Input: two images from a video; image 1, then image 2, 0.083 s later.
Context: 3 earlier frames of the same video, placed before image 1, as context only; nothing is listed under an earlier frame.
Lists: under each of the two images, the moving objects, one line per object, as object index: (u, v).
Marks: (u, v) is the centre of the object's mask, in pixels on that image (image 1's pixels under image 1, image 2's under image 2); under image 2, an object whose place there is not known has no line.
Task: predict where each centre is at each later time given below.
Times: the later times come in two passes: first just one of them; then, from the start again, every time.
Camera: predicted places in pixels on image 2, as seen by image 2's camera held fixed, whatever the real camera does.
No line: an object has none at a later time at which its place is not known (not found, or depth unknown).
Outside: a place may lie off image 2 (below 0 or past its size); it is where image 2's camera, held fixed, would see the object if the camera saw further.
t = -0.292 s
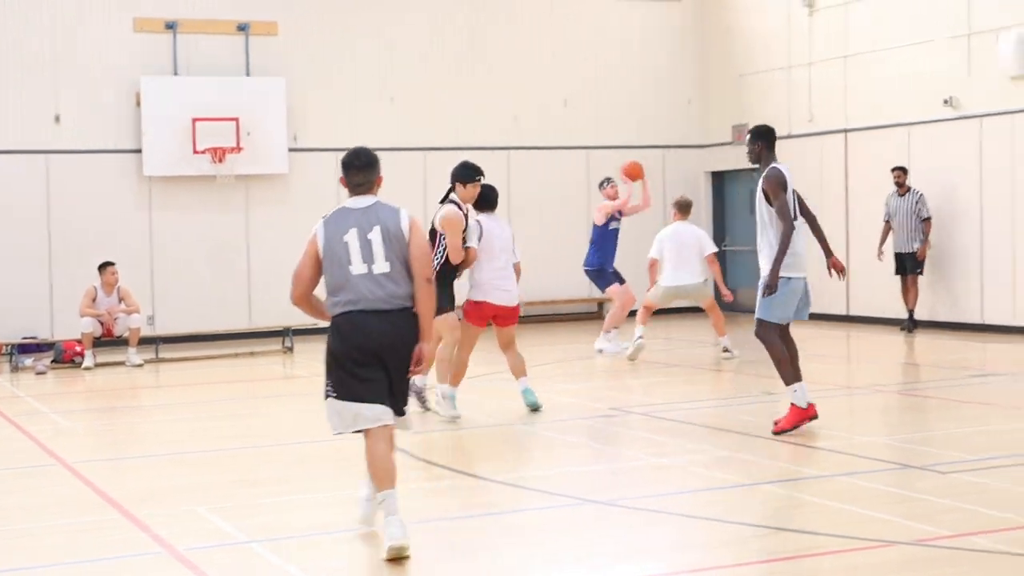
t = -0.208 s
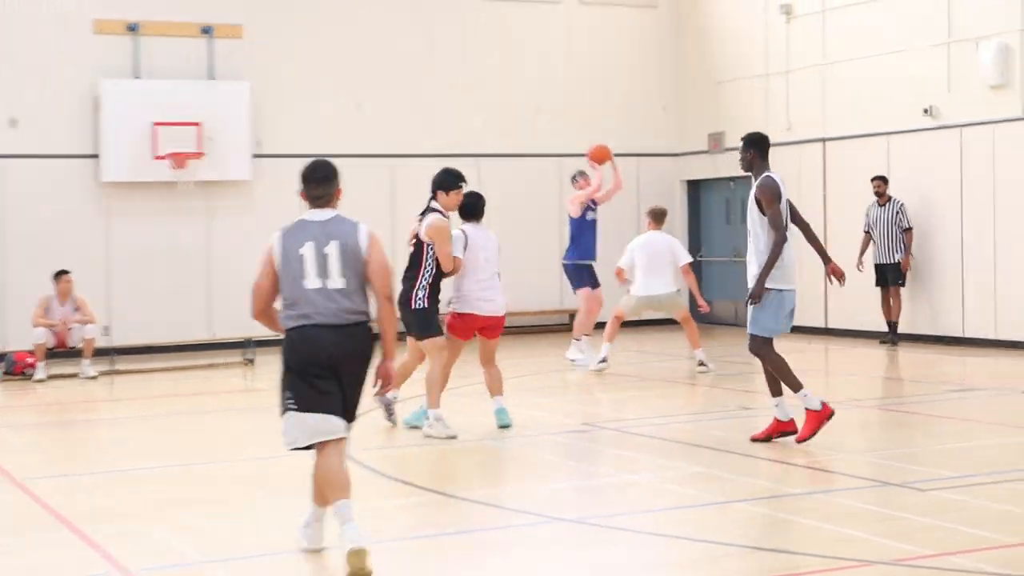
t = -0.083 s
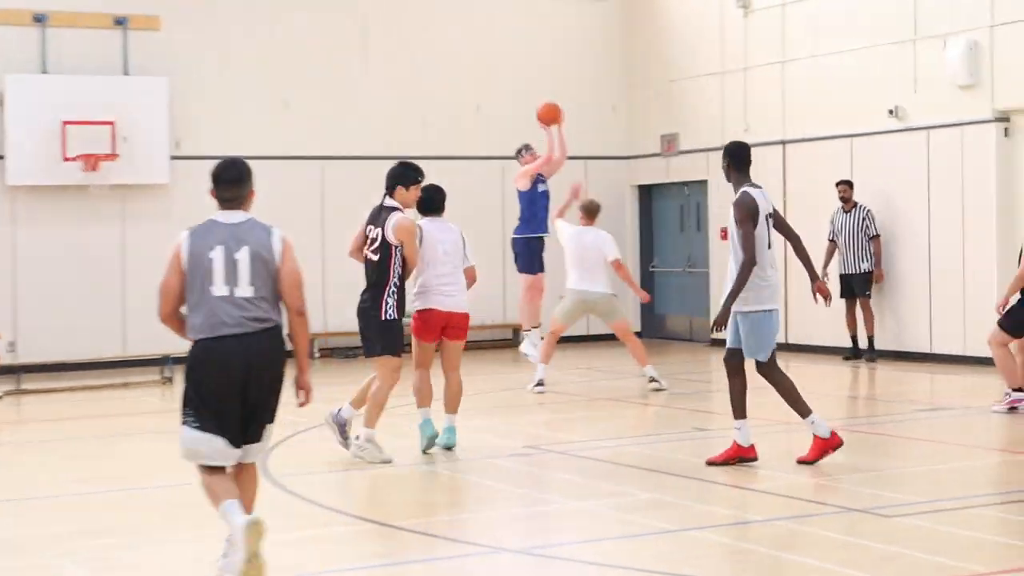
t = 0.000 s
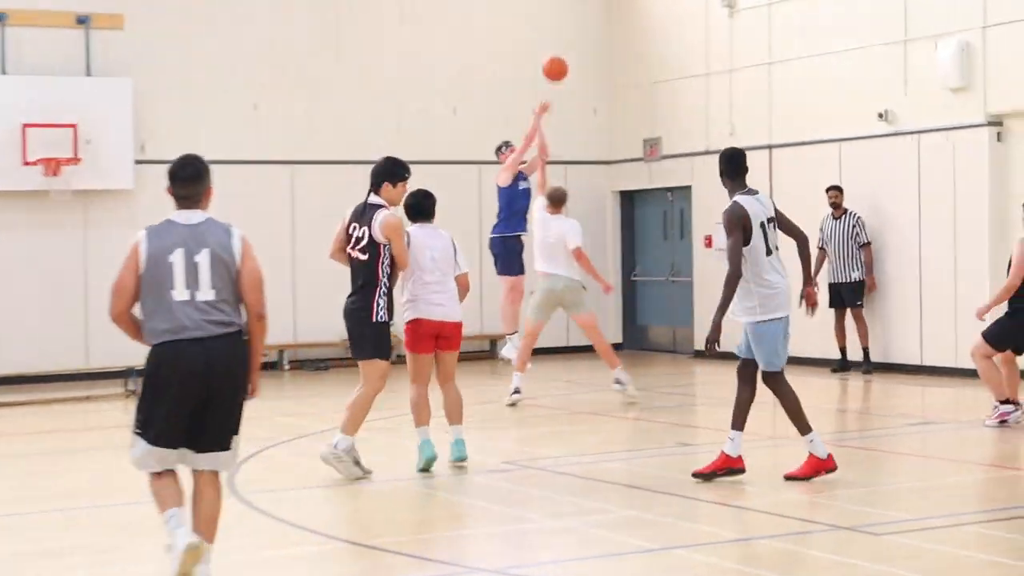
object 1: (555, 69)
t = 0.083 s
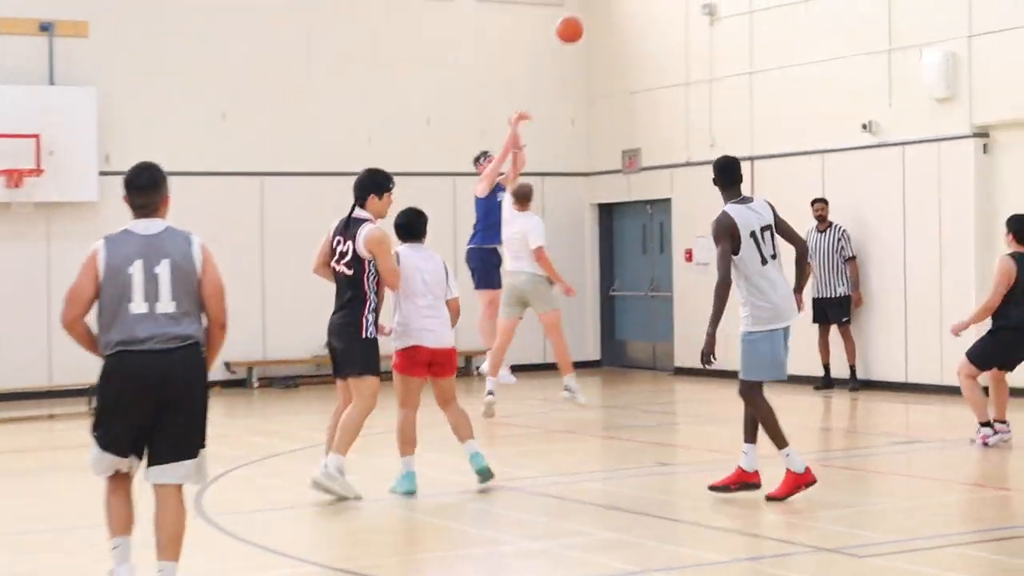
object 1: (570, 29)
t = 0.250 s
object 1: (652, -43)
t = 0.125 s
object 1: (589, 7)
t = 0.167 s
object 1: (609, -11)
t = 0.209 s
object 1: (630, -28)
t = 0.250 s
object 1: (652, -43)
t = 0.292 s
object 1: (674, -60)
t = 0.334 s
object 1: (706, -84)
